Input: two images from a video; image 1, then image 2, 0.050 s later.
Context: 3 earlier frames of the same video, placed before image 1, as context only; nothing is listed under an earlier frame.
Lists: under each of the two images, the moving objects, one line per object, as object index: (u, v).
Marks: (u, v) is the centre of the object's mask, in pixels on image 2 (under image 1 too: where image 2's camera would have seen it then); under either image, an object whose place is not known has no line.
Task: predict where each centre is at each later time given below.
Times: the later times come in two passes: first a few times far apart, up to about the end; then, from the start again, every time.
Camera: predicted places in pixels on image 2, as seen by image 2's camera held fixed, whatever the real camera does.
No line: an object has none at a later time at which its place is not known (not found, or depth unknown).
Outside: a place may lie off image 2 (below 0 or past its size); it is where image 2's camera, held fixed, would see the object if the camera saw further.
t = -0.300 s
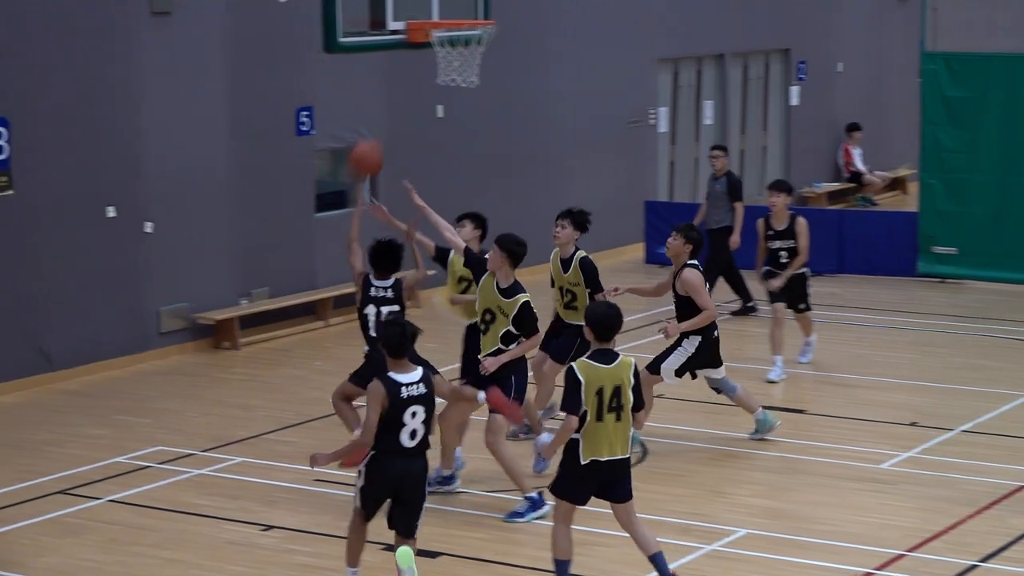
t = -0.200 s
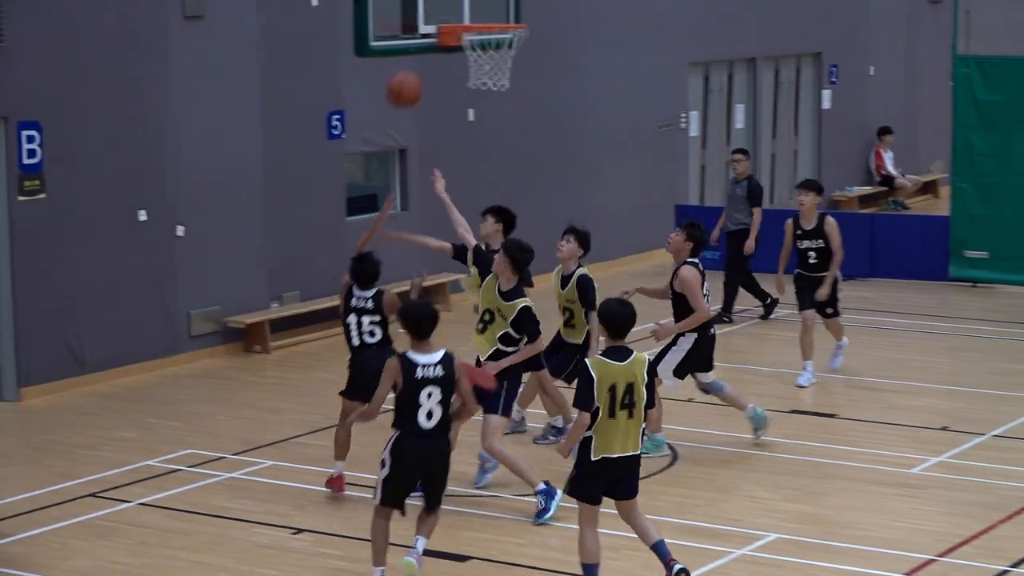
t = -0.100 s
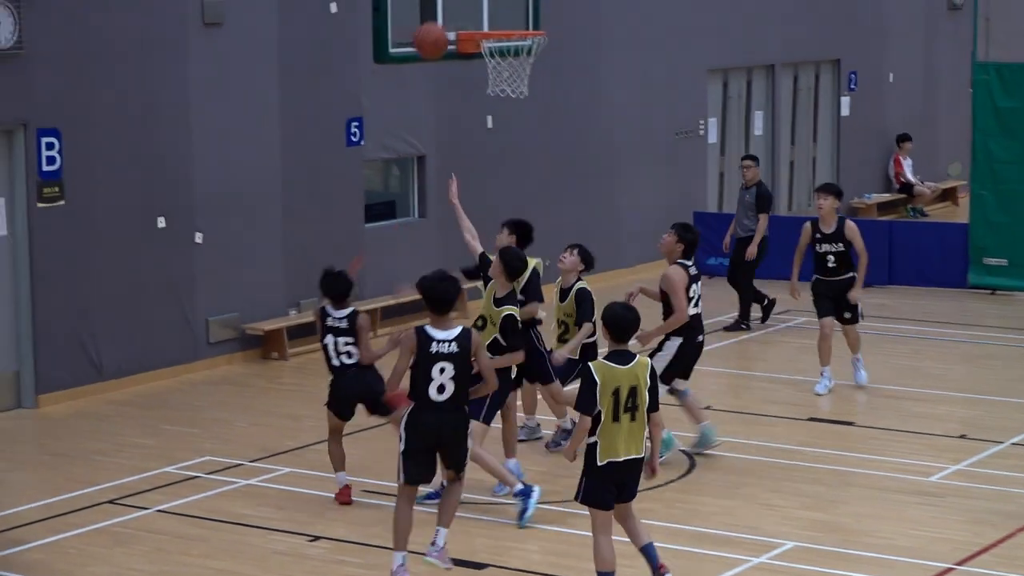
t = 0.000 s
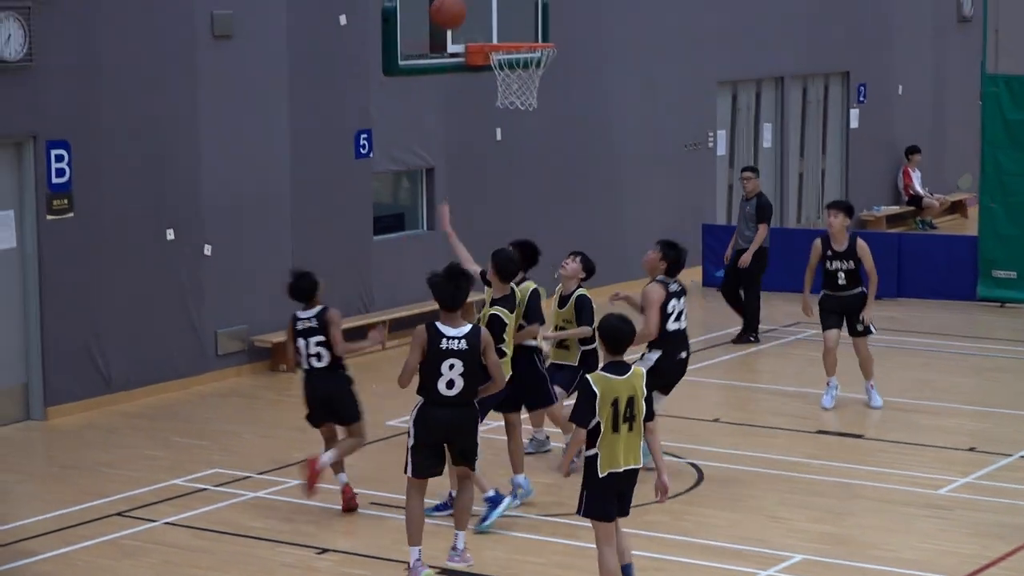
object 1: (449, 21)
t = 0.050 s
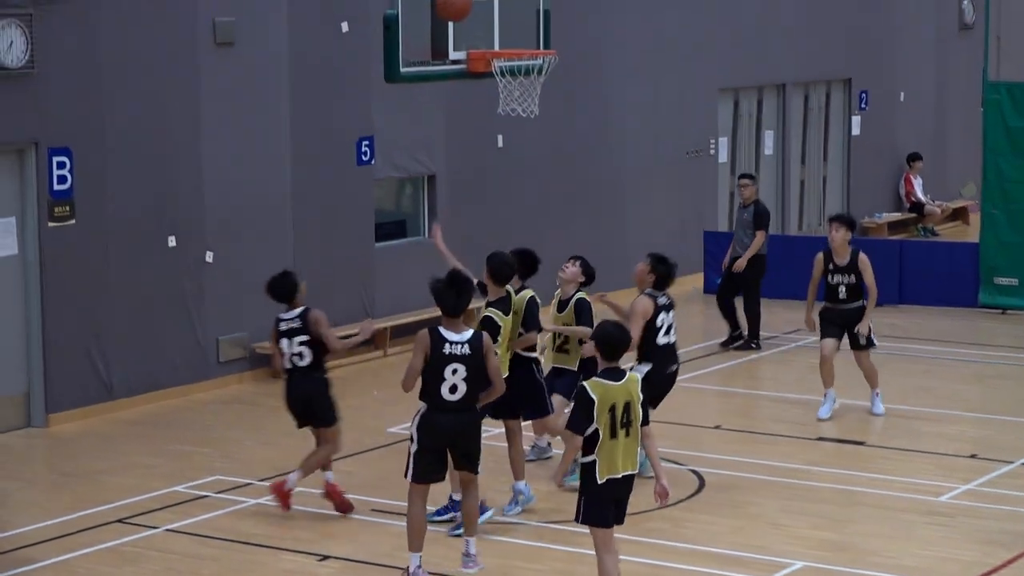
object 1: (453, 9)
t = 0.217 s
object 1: (466, -12)
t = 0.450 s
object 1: (511, -2)
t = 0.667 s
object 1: (545, 27)
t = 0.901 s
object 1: (570, 53)
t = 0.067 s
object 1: (455, 6)
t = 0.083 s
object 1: (456, 3)
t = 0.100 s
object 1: (457, 0)
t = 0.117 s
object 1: (459, -2)
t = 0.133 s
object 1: (460, -4)
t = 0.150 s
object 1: (461, -6)
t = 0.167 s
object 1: (462, -8)
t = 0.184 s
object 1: (463, -10)
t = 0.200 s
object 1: (464, -11)
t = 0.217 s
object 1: (466, -12)
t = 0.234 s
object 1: (467, -14)
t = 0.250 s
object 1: (470, -15)
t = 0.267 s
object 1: (473, -16)
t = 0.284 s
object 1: (476, -17)
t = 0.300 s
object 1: (480, -18)
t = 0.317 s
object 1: (483, -18)
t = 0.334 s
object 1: (487, -18)
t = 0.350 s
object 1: (490, -18)
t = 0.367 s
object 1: (493, -17)
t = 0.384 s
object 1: (497, -13)
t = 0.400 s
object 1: (500, -11)
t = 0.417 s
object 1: (504, -8)
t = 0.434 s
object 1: (507, -6)
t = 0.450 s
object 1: (511, -2)
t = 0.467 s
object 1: (514, 1)
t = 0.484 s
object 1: (519, 6)
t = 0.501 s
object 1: (521, 11)
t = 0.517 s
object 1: (524, 16)
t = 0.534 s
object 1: (527, 21)
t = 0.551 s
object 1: (531, 27)
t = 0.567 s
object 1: (534, 33)
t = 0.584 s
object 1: (536, 33)
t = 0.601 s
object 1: (538, 31)
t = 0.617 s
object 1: (539, 30)
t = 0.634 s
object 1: (541, 28)
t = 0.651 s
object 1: (543, 27)
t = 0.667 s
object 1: (545, 27)
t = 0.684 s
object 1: (547, 26)
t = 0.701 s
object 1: (549, 26)
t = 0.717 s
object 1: (550, 26)
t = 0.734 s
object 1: (552, 27)
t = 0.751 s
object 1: (554, 28)
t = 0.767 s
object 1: (555, 30)
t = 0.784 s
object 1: (557, 31)
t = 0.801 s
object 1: (559, 34)
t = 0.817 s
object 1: (560, 36)
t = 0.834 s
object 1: (562, 39)
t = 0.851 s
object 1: (564, 41)
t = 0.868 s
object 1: (566, 45)
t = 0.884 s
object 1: (568, 49)
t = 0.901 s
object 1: (570, 53)
